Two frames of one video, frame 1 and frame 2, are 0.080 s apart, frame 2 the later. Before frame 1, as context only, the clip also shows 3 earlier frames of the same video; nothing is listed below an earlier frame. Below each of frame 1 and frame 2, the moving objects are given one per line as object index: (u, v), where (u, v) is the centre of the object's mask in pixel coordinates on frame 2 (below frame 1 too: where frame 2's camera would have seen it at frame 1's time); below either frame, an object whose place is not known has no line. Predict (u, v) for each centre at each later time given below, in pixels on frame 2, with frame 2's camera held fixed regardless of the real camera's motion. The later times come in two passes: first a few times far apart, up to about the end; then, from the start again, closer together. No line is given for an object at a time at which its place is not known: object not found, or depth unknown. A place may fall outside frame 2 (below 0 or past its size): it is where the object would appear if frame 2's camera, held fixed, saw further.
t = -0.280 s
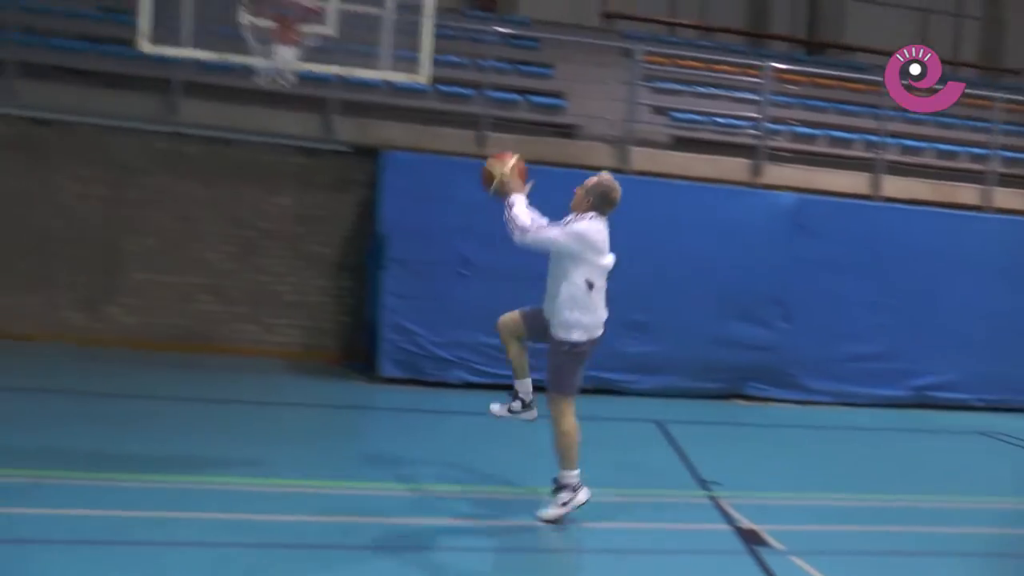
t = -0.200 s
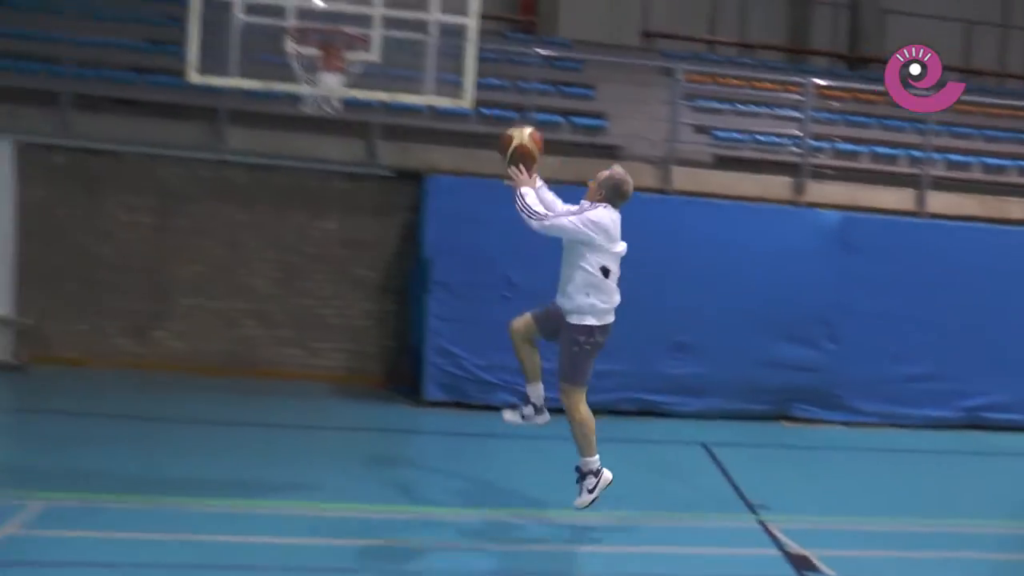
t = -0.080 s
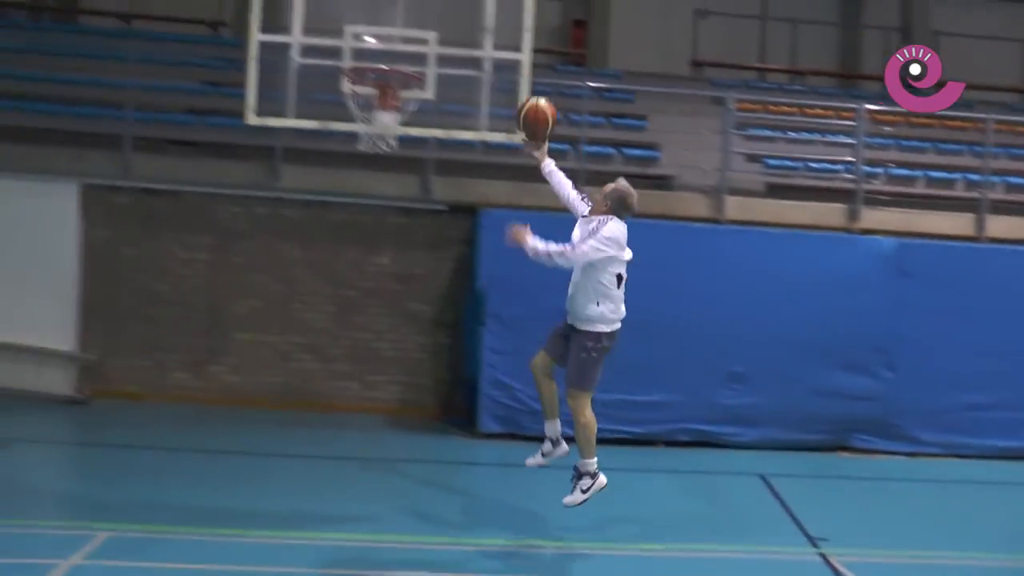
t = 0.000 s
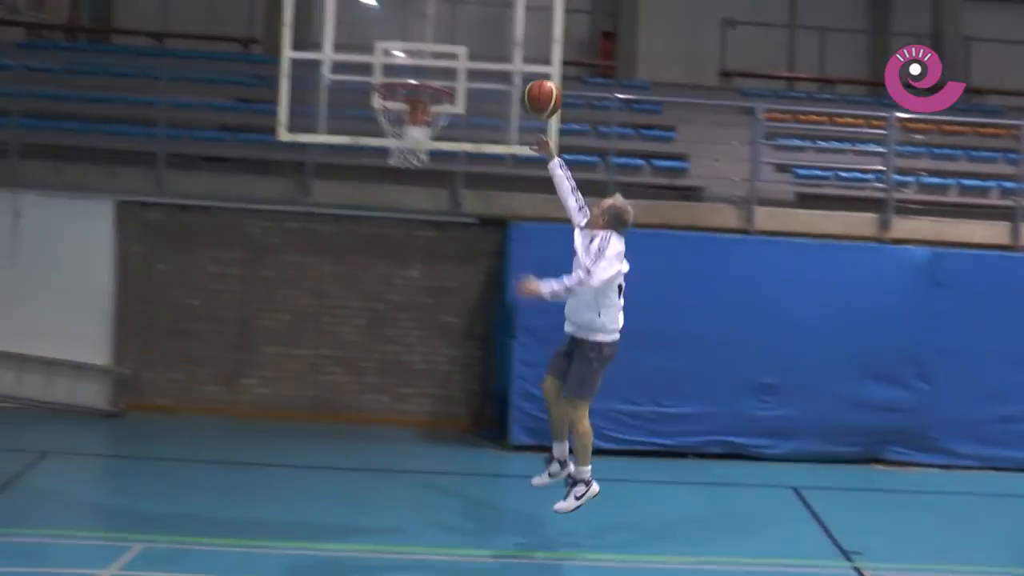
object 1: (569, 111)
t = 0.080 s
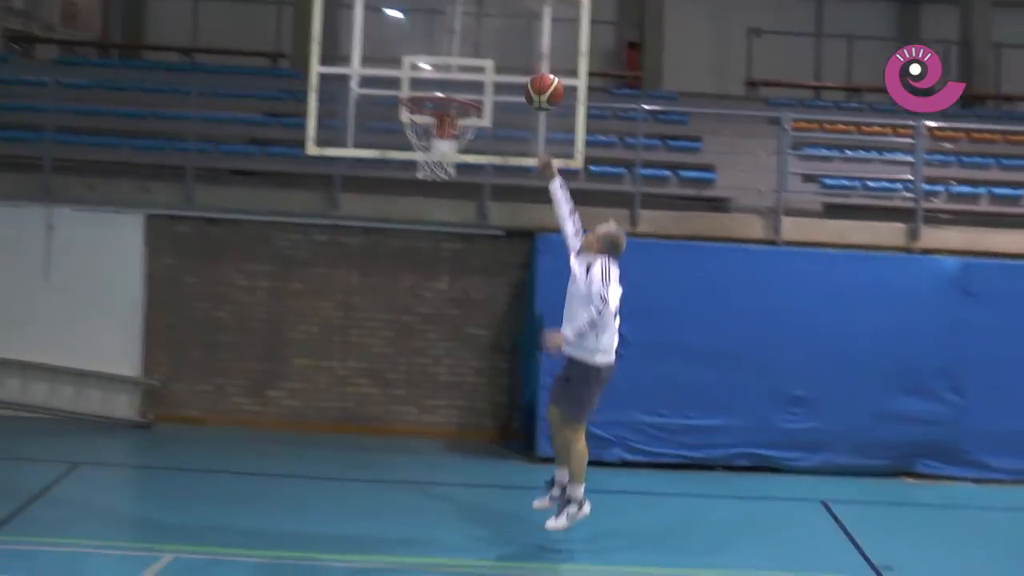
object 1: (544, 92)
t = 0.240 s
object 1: (501, 77)
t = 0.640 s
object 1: (422, 173)
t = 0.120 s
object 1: (532, 85)
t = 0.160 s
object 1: (520, 81)
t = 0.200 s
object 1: (508, 80)
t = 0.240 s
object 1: (501, 77)
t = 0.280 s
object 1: (494, 75)
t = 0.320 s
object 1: (487, 75)
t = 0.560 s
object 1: (440, 131)
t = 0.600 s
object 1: (433, 151)
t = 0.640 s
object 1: (422, 173)
